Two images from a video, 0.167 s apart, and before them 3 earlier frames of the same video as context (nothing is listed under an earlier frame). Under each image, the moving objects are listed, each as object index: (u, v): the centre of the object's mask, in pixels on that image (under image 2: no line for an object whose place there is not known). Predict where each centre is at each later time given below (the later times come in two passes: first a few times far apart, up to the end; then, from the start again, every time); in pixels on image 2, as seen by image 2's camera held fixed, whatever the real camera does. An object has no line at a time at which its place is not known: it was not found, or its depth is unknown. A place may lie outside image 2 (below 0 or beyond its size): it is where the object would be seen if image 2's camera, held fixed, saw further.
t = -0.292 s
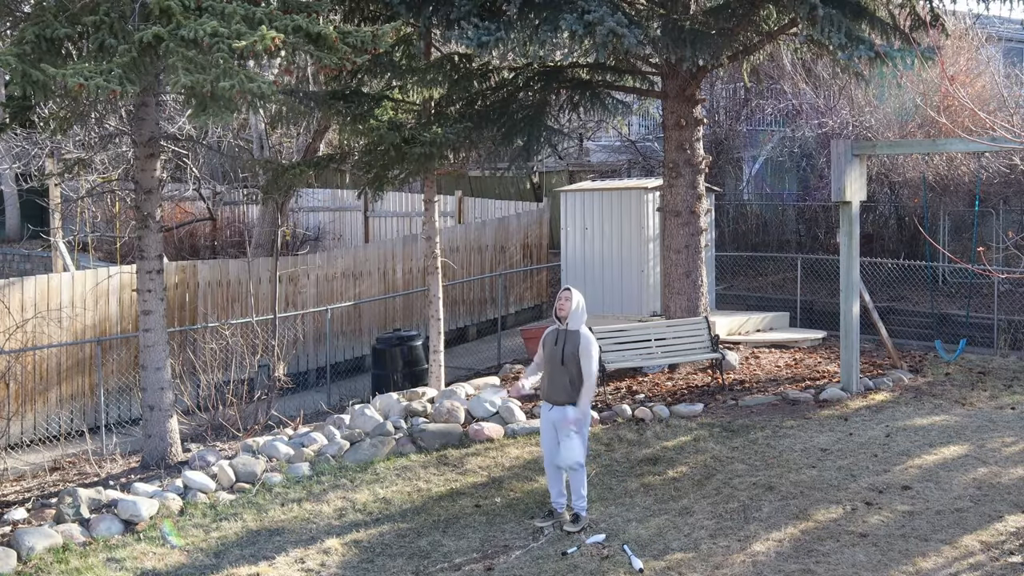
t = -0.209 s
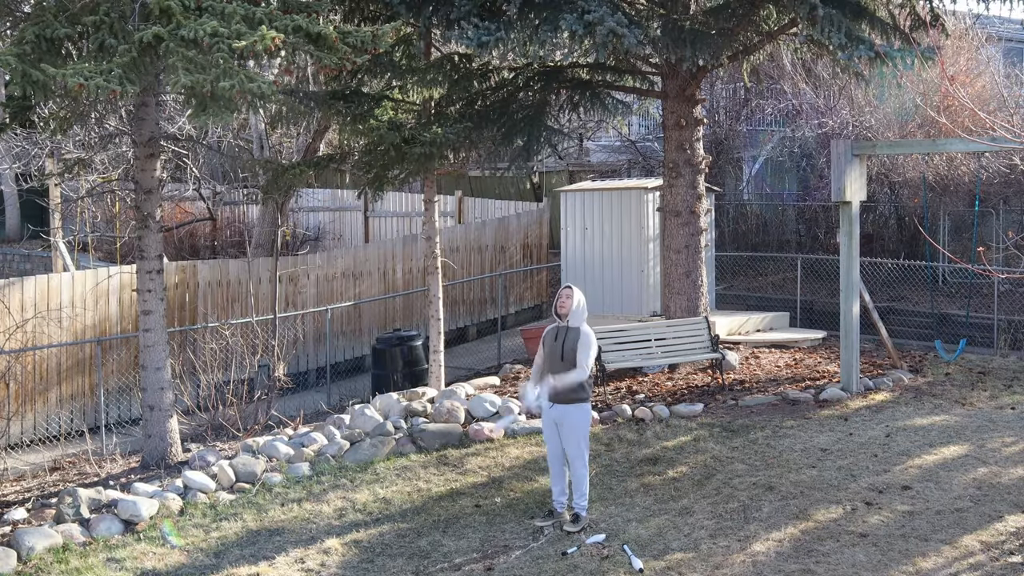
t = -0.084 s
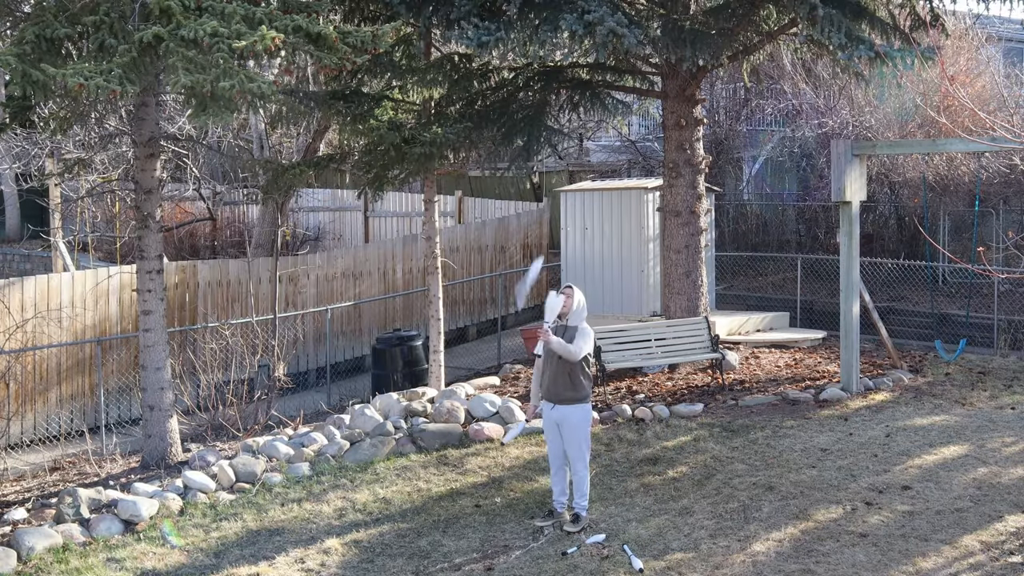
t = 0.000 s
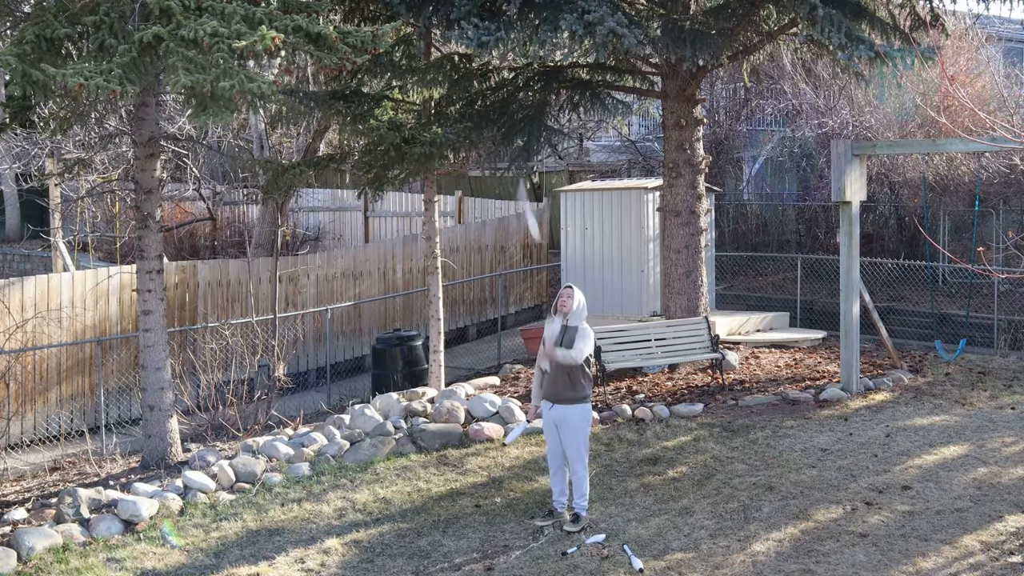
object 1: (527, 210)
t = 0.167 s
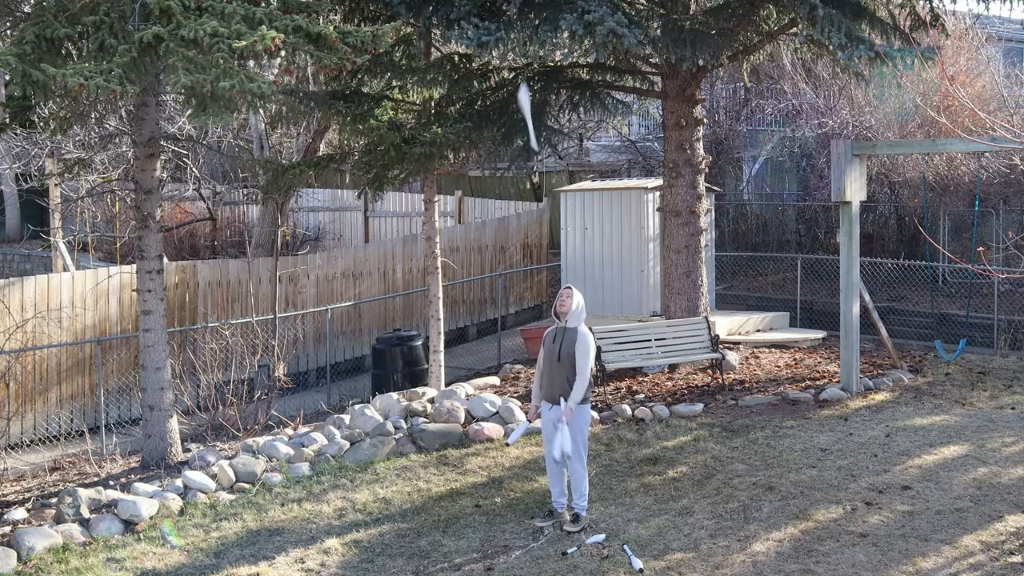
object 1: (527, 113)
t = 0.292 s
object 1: (526, 65)
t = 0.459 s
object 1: (526, 38)
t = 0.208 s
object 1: (527, 99)
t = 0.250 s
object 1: (525, 81)
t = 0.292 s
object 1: (526, 65)
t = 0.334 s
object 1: (526, 55)
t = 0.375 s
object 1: (526, 47)
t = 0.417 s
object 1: (527, 40)
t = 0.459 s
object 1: (526, 38)
